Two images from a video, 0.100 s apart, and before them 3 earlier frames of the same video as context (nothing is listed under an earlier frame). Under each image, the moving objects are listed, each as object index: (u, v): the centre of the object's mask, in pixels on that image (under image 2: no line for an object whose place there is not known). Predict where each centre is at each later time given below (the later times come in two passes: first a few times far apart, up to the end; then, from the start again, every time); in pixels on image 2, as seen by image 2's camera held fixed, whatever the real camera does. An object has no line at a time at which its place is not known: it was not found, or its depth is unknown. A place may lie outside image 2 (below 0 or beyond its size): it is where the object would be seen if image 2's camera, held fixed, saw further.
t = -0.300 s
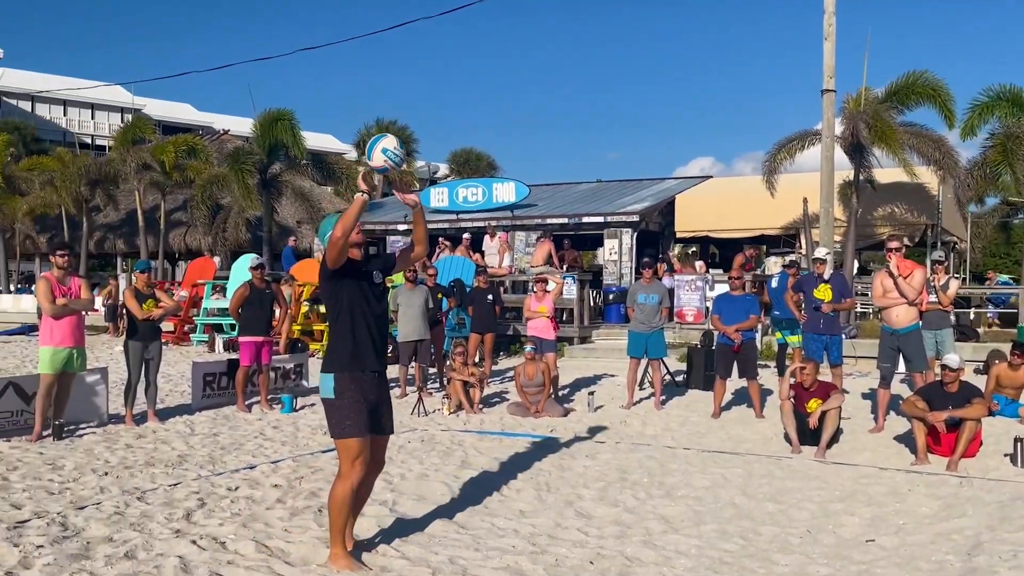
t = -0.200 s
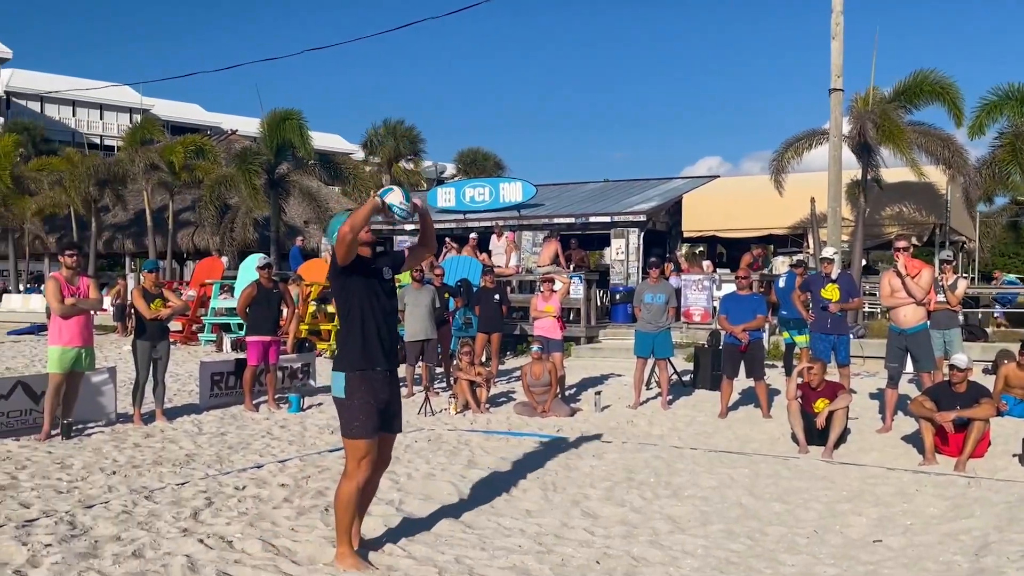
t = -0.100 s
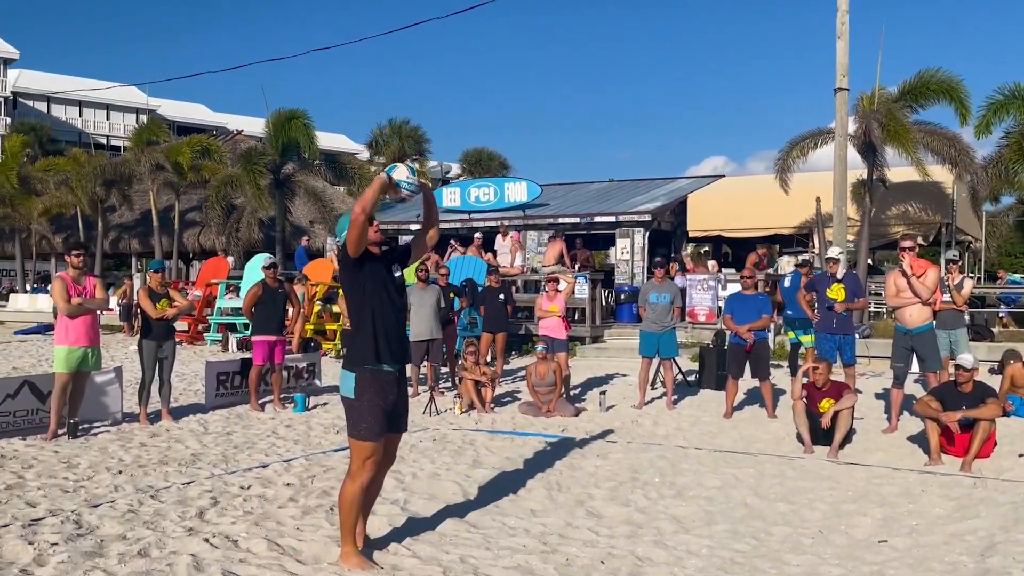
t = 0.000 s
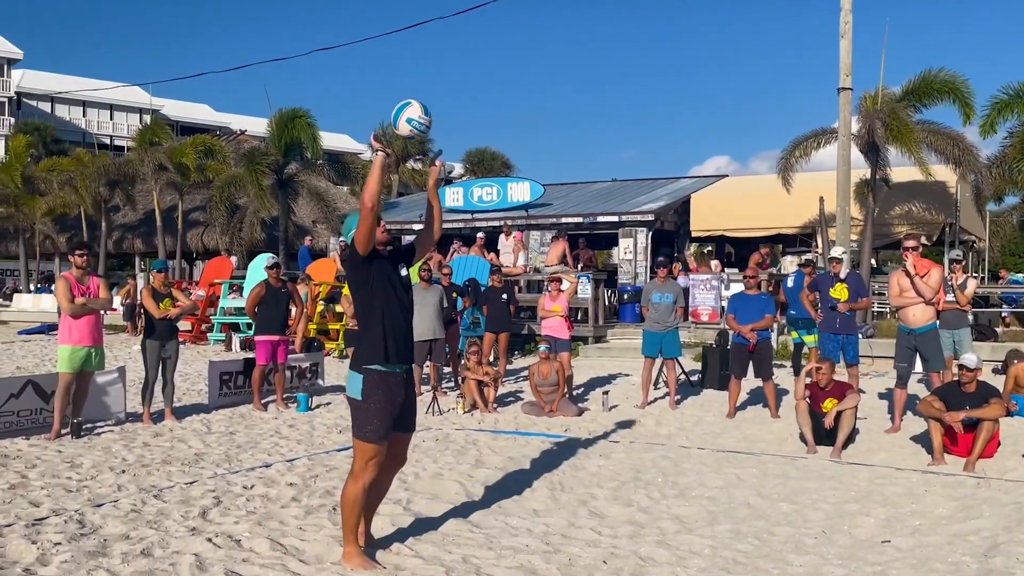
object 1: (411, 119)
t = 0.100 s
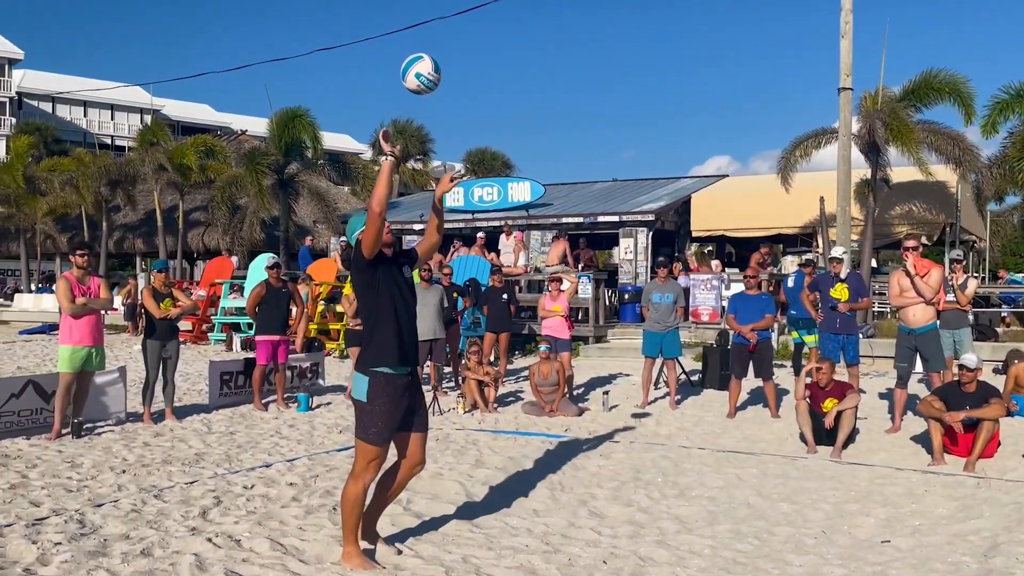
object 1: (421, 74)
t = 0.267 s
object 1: (436, 38)
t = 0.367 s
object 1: (445, 40)
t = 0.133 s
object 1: (424, 63)
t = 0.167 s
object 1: (427, 54)
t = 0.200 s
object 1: (430, 46)
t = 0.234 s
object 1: (433, 41)
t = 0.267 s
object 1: (436, 38)
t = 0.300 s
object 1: (439, 37)
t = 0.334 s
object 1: (442, 38)
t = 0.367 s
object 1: (445, 40)
